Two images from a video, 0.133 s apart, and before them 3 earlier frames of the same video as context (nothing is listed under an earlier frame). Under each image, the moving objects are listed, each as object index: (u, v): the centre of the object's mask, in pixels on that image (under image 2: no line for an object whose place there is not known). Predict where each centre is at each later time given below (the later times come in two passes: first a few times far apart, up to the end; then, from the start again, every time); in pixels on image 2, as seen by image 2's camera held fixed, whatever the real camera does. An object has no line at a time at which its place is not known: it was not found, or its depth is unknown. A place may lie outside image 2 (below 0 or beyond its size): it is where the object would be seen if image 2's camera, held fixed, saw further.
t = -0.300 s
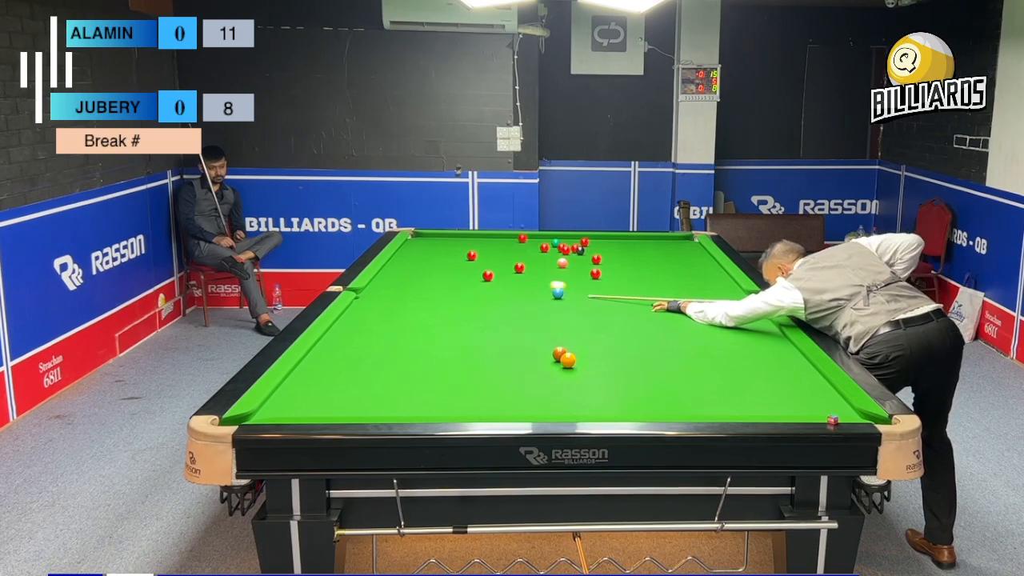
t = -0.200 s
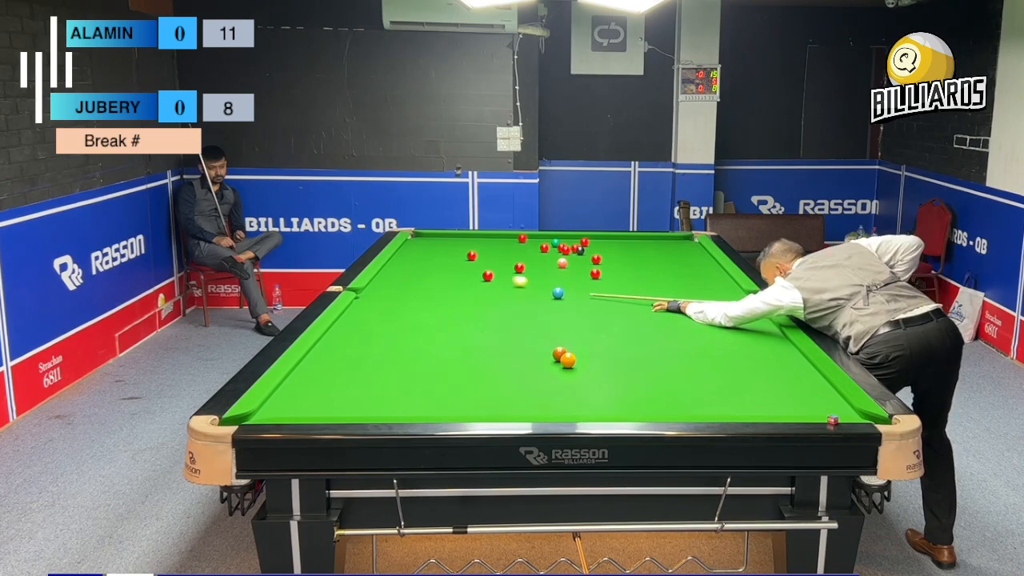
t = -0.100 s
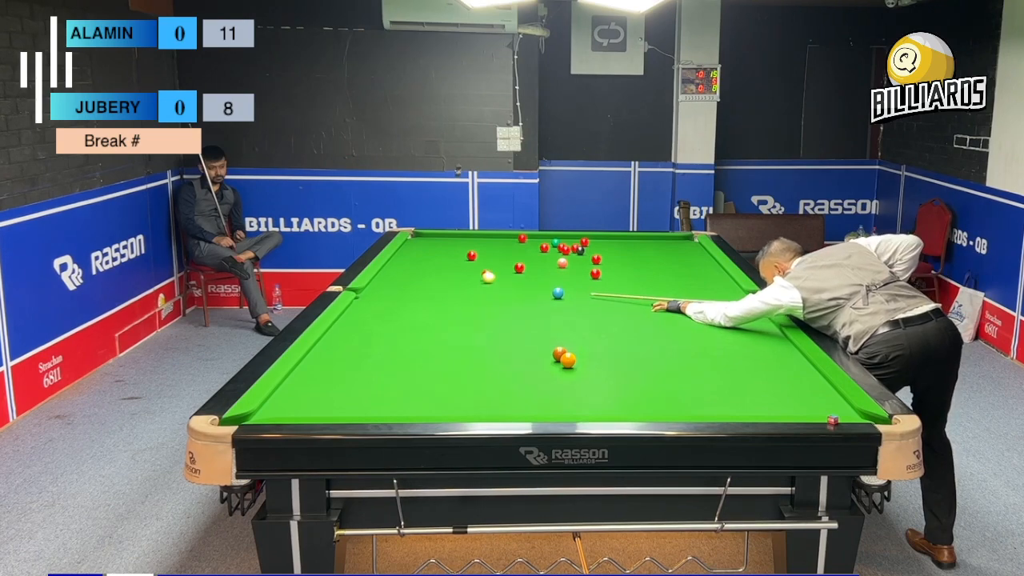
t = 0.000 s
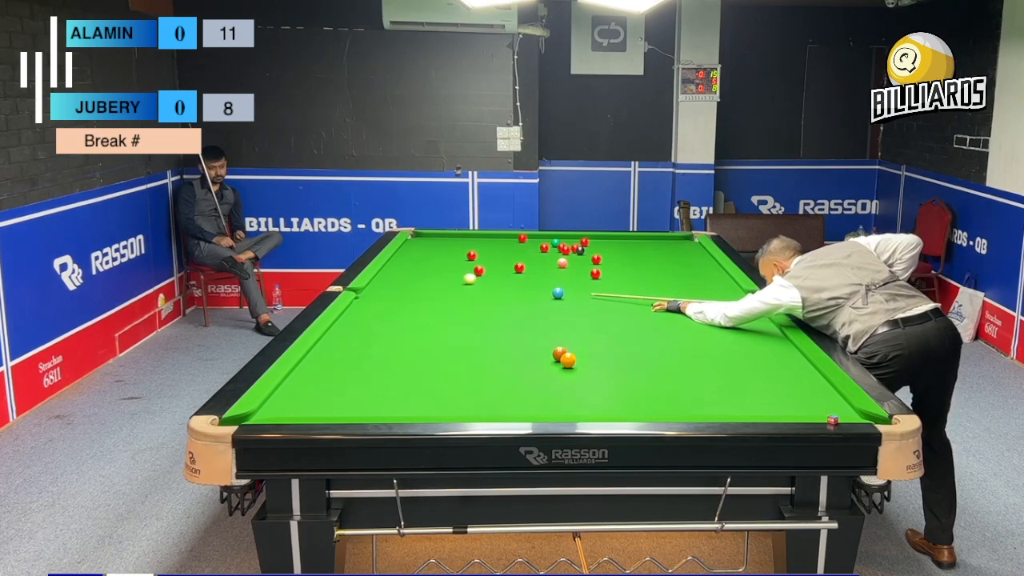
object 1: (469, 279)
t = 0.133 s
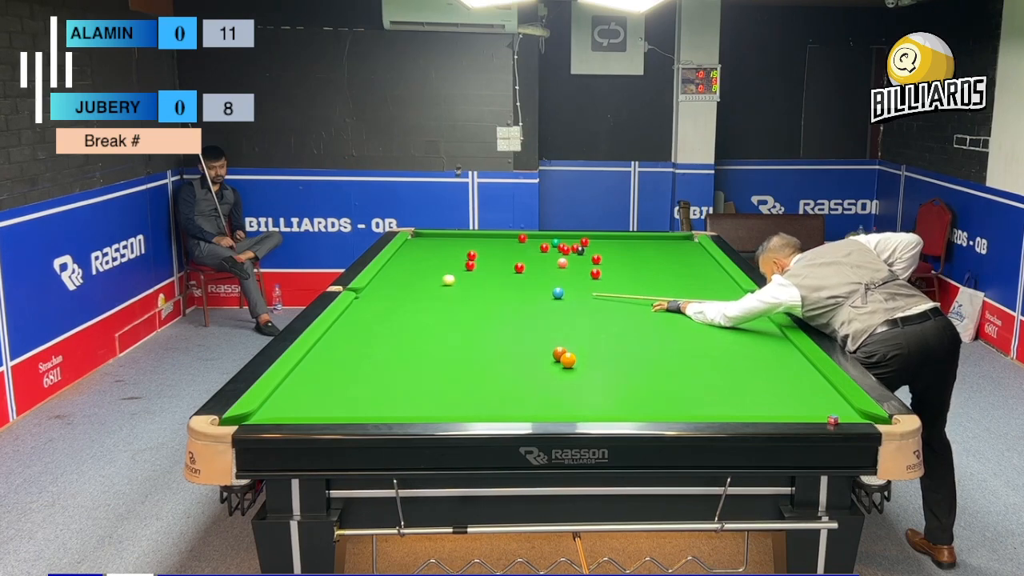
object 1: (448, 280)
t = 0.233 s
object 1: (433, 281)
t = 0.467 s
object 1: (397, 283)
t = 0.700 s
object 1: (380, 285)
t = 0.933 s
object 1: (399, 288)
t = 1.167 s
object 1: (417, 291)
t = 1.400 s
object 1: (435, 294)
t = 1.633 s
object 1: (452, 297)
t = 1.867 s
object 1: (468, 299)
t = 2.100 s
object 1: (484, 302)
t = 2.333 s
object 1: (499, 305)
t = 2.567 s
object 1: (513, 307)
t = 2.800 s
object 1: (526, 310)
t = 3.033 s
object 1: (538, 311)
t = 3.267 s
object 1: (549, 313)
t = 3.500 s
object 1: (560, 315)
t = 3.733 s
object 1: (570, 317)
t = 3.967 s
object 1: (578, 318)
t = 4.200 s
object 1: (586, 320)
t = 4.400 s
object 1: (591, 321)
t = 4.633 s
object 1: (597, 322)
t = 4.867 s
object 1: (602, 322)
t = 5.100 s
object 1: (605, 323)
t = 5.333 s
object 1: (608, 323)
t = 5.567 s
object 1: (608, 323)
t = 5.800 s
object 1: (608, 323)
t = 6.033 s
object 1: (608, 323)
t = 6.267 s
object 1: (608, 323)
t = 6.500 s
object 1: (608, 323)
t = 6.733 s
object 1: (608, 323)
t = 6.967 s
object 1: (608, 323)
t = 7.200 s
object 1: (608, 323)
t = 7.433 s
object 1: (608, 323)
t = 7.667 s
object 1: (608, 323)
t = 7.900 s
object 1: (608, 323)
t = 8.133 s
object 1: (608, 323)
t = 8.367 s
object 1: (608, 323)
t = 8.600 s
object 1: (608, 323)
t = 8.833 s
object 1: (608, 323)
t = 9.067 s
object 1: (608, 323)
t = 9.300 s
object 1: (608, 323)
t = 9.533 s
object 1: (608, 323)
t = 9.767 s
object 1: (608, 323)
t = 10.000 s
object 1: (608, 323)
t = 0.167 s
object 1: (443, 280)
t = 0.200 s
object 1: (438, 280)
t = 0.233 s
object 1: (433, 281)
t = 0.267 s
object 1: (427, 281)
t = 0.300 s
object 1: (422, 281)
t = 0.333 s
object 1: (417, 282)
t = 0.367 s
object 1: (412, 282)
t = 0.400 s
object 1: (407, 282)
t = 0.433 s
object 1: (402, 282)
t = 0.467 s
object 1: (397, 283)
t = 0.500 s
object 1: (392, 283)
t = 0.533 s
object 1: (387, 283)
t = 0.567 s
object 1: (382, 283)
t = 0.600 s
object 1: (377, 284)
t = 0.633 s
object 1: (373, 284)
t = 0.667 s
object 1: (376, 284)
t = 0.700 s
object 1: (380, 285)
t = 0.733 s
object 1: (383, 285)
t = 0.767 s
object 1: (385, 286)
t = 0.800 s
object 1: (388, 286)
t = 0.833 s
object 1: (391, 287)
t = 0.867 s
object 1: (393, 287)
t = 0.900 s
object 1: (396, 288)
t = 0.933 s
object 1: (399, 288)
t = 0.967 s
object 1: (401, 288)
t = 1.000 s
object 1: (404, 289)
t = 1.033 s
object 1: (407, 289)
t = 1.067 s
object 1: (409, 290)
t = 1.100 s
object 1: (412, 290)
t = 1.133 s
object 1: (415, 291)
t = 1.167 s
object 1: (417, 291)
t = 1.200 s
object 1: (420, 291)
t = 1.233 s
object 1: (422, 292)
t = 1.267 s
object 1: (425, 292)
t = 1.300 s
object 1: (428, 293)
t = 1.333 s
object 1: (430, 293)
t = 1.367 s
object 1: (433, 293)
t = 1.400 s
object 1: (435, 294)
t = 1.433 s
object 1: (438, 294)
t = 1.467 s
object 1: (440, 295)
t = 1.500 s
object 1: (443, 295)
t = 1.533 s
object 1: (445, 295)
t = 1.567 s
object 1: (447, 296)
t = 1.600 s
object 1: (450, 296)
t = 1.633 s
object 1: (452, 297)
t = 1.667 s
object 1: (455, 297)
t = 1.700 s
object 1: (457, 297)
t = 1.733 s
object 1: (459, 298)
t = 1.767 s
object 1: (462, 298)
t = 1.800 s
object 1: (464, 299)
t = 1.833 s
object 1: (466, 299)
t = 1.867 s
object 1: (468, 299)
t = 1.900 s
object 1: (471, 300)
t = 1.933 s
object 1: (473, 300)
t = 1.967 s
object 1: (475, 301)
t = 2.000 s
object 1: (478, 301)
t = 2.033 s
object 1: (480, 302)
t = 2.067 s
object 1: (482, 302)
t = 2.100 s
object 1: (484, 302)
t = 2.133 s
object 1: (486, 303)
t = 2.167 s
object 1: (488, 303)
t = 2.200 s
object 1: (490, 303)
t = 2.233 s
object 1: (492, 304)
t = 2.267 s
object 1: (495, 304)
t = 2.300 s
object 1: (496, 304)
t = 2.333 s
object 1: (499, 305)
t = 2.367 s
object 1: (501, 305)
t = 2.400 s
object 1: (503, 305)
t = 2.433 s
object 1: (505, 306)
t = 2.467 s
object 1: (507, 306)
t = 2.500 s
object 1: (509, 307)
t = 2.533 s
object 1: (511, 307)
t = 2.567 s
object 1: (513, 307)
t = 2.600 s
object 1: (514, 308)
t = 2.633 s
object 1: (516, 308)
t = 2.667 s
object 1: (518, 308)
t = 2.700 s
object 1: (520, 308)
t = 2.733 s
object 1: (522, 309)
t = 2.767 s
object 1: (524, 309)
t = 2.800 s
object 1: (526, 310)
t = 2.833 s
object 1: (527, 310)
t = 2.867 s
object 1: (529, 310)
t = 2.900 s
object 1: (531, 310)
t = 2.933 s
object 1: (533, 311)
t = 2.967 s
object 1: (535, 311)
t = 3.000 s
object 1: (536, 311)
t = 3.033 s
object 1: (538, 311)
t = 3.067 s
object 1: (540, 312)
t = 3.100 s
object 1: (541, 312)
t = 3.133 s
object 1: (543, 312)
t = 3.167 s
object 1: (545, 313)
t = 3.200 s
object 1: (546, 313)
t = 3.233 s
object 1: (548, 313)
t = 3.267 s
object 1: (549, 313)
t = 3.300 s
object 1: (551, 314)
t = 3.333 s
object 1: (553, 314)
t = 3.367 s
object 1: (554, 314)
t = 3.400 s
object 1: (556, 315)
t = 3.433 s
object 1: (557, 315)
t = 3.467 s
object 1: (559, 315)
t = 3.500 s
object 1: (560, 315)
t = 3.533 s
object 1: (562, 316)
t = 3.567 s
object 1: (563, 316)
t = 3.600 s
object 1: (564, 316)
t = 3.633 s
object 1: (566, 316)
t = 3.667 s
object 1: (567, 316)
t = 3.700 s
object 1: (568, 317)
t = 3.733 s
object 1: (570, 317)
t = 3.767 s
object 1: (571, 317)
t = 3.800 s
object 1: (572, 317)
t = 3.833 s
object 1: (574, 318)
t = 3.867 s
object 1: (575, 318)
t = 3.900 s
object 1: (576, 318)
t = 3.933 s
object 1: (577, 318)
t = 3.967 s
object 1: (578, 318)
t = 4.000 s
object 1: (579, 318)
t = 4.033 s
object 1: (580, 319)
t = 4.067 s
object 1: (581, 319)
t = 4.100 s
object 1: (583, 319)
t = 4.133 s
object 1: (584, 319)
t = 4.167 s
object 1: (585, 319)
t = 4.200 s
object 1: (586, 320)
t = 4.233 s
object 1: (587, 320)
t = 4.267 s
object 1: (588, 320)
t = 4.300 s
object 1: (589, 320)
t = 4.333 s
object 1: (589, 320)
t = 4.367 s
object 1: (591, 321)
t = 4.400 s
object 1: (591, 321)
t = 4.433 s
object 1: (592, 321)
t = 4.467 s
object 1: (593, 321)
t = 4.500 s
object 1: (594, 321)
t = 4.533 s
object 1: (595, 321)
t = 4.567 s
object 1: (596, 321)
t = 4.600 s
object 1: (596, 322)
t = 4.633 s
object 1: (597, 322)
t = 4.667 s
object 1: (598, 322)
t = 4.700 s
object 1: (599, 322)
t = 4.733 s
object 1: (599, 322)
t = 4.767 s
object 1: (600, 322)
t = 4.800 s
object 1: (600, 322)
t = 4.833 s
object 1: (601, 322)
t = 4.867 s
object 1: (602, 322)
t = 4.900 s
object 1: (602, 322)
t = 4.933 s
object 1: (603, 323)
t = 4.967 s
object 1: (603, 323)
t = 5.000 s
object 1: (604, 323)
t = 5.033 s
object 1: (605, 323)
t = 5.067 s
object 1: (605, 323)
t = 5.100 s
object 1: (605, 323)
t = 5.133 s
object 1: (606, 323)
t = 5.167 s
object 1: (606, 323)
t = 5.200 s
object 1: (607, 323)
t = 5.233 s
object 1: (607, 323)
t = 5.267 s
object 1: (607, 323)
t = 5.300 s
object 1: (608, 323)
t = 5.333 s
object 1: (608, 323)
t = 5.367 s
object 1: (608, 323)
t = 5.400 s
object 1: (608, 323)
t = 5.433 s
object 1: (608, 323)
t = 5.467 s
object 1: (608, 323)
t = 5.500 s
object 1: (608, 323)
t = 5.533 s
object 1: (608, 323)
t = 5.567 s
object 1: (608, 323)
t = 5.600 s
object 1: (608, 323)
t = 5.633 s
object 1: (608, 323)
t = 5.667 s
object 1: (608, 323)
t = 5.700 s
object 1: (608, 323)
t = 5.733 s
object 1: (608, 323)
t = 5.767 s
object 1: (608, 323)
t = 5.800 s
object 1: (608, 323)
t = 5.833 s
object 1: (608, 323)
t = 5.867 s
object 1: (608, 323)
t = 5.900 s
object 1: (608, 323)
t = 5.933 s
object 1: (608, 323)
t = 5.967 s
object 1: (608, 323)
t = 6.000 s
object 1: (608, 323)
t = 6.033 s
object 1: (608, 323)
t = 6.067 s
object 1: (608, 323)
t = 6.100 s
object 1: (608, 323)
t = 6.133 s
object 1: (608, 323)
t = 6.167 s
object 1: (608, 323)
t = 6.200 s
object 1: (608, 323)
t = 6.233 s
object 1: (608, 323)
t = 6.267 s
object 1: (608, 323)
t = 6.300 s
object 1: (608, 323)
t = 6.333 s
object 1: (608, 323)
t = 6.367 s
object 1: (608, 323)
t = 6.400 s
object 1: (608, 323)
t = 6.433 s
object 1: (608, 323)
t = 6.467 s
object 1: (608, 323)
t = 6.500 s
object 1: (608, 323)
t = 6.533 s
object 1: (608, 323)
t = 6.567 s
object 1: (608, 323)
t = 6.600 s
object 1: (608, 323)
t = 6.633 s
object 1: (608, 323)
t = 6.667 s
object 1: (608, 323)
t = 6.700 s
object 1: (608, 323)
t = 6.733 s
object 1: (608, 323)
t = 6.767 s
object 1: (608, 323)
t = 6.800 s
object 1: (608, 323)
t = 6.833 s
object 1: (608, 323)
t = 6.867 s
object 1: (608, 323)
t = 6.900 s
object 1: (608, 323)
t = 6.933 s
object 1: (608, 323)
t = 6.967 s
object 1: (608, 323)
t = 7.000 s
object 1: (608, 323)
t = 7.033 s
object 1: (608, 323)
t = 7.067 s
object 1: (608, 323)
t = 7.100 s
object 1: (608, 323)
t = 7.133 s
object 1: (608, 323)
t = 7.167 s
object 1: (608, 323)
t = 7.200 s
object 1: (608, 323)
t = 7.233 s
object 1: (608, 323)
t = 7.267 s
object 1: (608, 323)
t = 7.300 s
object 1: (608, 323)
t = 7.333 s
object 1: (608, 323)
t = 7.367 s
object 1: (608, 323)
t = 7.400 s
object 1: (608, 323)
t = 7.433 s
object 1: (608, 323)
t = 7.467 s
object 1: (608, 323)
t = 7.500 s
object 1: (608, 323)
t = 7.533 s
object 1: (608, 323)
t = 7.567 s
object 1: (608, 323)
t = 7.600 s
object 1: (608, 323)
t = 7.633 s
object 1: (608, 323)
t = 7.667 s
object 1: (608, 323)
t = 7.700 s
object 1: (608, 323)
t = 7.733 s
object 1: (608, 323)
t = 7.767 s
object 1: (608, 323)
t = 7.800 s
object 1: (608, 323)
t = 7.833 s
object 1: (608, 323)
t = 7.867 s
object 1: (608, 323)
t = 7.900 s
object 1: (608, 323)
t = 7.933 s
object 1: (608, 323)
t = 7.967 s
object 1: (608, 323)
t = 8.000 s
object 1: (608, 323)
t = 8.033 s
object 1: (608, 323)
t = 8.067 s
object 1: (608, 323)
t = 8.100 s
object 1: (608, 323)
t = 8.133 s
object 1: (608, 323)
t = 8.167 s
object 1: (608, 323)
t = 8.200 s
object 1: (608, 323)
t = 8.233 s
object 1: (608, 323)
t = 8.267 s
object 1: (608, 323)
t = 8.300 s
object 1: (608, 323)
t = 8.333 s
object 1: (608, 323)
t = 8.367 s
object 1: (608, 323)
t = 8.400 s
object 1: (608, 323)
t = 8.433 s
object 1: (608, 323)
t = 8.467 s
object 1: (608, 323)
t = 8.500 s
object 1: (608, 323)
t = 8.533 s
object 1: (608, 323)
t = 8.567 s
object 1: (608, 323)
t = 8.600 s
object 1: (608, 323)
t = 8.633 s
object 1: (608, 323)
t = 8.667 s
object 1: (608, 323)
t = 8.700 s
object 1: (608, 323)
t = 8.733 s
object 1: (608, 323)
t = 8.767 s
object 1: (608, 323)
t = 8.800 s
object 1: (608, 323)
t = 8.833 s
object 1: (608, 323)
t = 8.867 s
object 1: (608, 323)
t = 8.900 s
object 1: (608, 323)
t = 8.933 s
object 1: (608, 323)
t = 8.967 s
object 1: (608, 323)
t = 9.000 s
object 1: (608, 323)
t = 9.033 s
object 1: (608, 323)
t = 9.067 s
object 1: (608, 323)
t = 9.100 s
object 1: (608, 323)
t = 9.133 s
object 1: (608, 323)
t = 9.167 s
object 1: (608, 323)
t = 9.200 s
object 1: (608, 323)
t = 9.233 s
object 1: (608, 323)
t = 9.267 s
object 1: (608, 323)
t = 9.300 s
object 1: (608, 323)
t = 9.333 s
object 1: (608, 323)
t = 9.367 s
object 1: (608, 323)
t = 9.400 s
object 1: (608, 323)
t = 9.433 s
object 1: (608, 323)
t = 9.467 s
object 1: (608, 323)
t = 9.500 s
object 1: (608, 323)
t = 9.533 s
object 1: (608, 323)
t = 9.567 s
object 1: (608, 323)
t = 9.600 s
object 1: (608, 323)
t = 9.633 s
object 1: (608, 323)
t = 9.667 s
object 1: (608, 323)
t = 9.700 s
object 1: (608, 323)
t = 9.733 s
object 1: (608, 323)
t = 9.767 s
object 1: (608, 323)
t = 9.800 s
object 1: (608, 323)
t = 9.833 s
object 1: (608, 323)
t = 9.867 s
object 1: (608, 323)
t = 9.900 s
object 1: (608, 323)
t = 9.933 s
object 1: (608, 323)
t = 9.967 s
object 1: (608, 323)
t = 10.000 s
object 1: (608, 323)
